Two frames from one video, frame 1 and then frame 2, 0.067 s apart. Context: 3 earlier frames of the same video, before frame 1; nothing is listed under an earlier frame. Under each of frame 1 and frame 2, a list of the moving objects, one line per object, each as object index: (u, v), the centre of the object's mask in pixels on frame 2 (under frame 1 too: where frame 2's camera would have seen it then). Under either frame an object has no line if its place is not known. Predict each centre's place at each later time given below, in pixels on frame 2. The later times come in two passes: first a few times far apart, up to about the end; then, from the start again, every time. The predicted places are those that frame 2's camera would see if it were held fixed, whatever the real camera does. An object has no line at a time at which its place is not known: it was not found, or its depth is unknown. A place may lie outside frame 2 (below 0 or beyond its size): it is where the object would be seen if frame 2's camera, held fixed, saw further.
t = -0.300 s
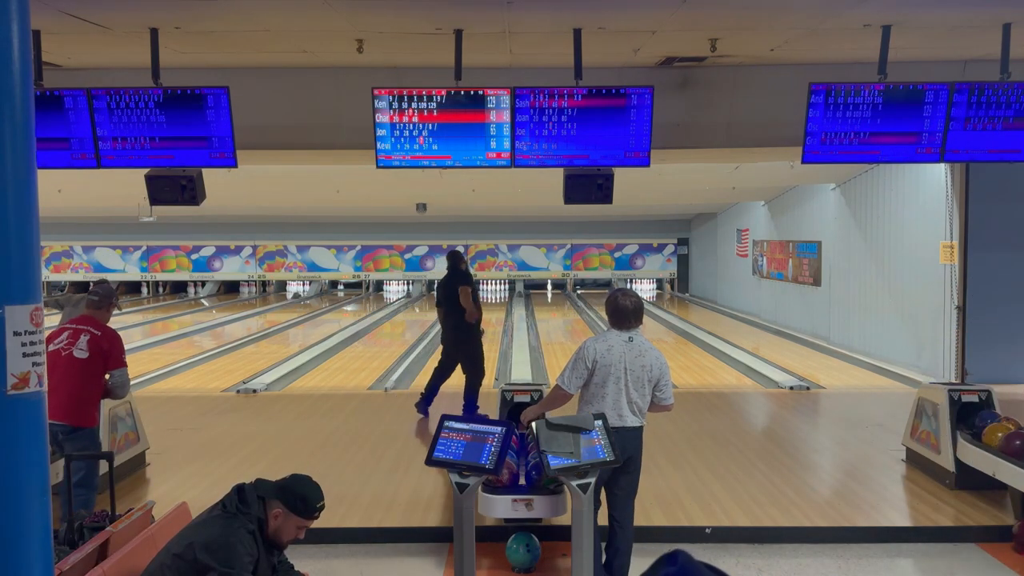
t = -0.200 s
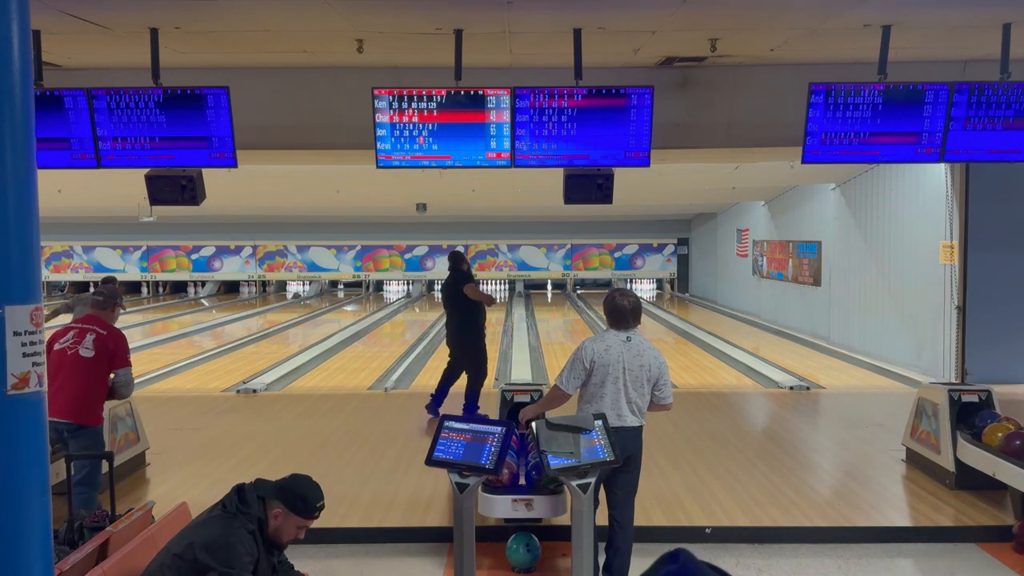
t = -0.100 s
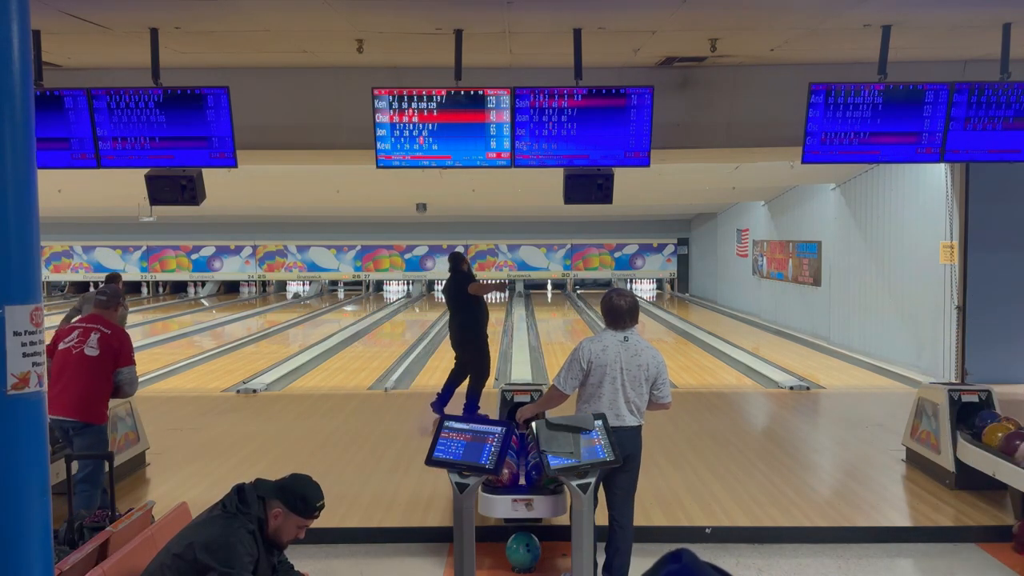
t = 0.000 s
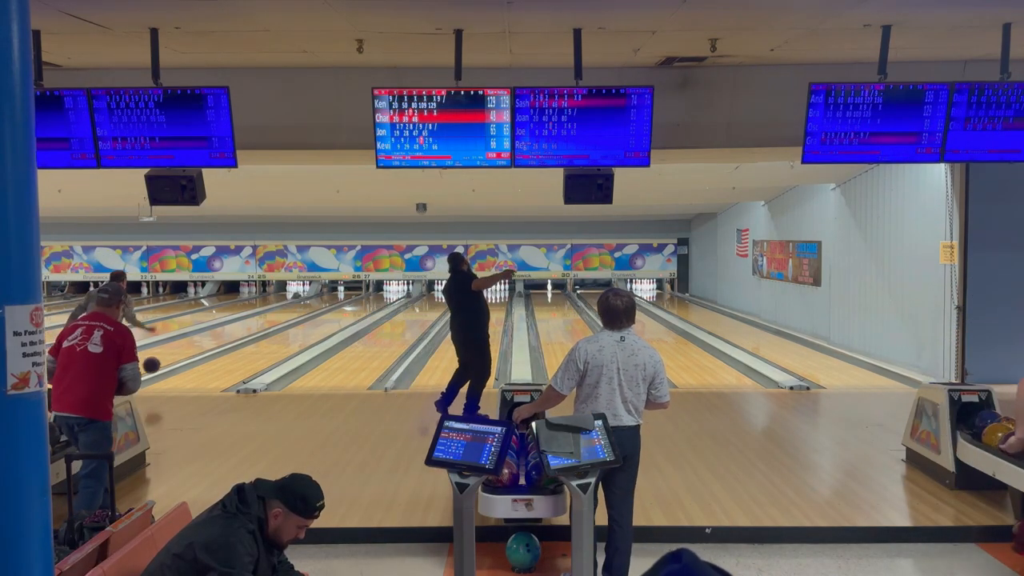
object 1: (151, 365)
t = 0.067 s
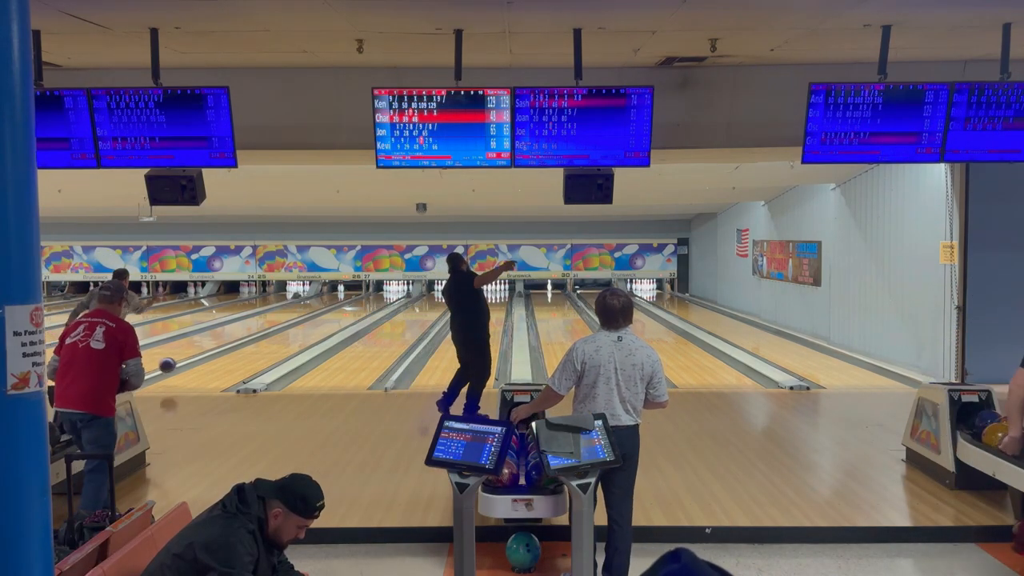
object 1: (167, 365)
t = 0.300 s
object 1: (213, 358)
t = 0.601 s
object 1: (256, 340)
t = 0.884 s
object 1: (287, 327)
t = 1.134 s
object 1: (309, 319)
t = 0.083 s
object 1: (171, 365)
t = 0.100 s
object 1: (175, 366)
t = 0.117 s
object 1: (178, 367)
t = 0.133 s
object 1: (182, 369)
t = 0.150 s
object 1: (185, 370)
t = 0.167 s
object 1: (189, 368)
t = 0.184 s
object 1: (192, 366)
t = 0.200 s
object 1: (195, 364)
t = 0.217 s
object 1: (199, 363)
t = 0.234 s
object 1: (201, 362)
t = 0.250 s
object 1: (204, 361)
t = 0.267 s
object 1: (208, 360)
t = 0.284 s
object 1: (210, 359)
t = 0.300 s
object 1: (213, 358)
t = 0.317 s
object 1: (216, 357)
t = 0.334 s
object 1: (219, 356)
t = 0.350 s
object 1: (222, 355)
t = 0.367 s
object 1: (224, 354)
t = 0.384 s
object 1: (227, 352)
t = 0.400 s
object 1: (230, 351)
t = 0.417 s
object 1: (232, 350)
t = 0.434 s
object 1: (234, 349)
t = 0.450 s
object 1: (237, 349)
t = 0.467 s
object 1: (239, 347)
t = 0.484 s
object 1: (241, 346)
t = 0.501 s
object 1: (244, 346)
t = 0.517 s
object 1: (246, 344)
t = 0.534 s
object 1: (248, 344)
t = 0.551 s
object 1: (250, 343)
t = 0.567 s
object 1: (252, 342)
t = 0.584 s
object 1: (254, 341)
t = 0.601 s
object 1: (256, 340)
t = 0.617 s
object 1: (259, 339)
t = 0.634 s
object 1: (261, 338)
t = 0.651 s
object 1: (263, 338)
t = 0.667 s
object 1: (265, 337)
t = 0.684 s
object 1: (267, 336)
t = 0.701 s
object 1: (268, 335)
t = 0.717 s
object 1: (270, 334)
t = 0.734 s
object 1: (272, 334)
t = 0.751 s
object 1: (274, 333)
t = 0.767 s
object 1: (276, 332)
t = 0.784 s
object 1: (277, 331)
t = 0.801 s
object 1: (279, 331)
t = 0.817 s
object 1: (281, 330)
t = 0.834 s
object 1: (282, 329)
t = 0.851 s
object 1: (284, 329)
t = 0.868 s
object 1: (286, 328)
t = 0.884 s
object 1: (287, 327)
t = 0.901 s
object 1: (289, 327)
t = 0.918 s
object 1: (290, 326)
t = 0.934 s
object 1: (292, 325)
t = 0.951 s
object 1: (293, 325)
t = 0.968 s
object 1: (295, 324)
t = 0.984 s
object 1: (296, 324)
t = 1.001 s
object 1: (298, 323)
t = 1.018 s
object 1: (299, 322)
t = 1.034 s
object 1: (301, 322)
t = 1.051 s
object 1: (302, 322)
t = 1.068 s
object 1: (303, 321)
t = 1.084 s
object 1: (305, 320)
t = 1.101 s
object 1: (306, 320)
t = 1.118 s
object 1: (308, 319)
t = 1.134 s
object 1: (309, 319)
